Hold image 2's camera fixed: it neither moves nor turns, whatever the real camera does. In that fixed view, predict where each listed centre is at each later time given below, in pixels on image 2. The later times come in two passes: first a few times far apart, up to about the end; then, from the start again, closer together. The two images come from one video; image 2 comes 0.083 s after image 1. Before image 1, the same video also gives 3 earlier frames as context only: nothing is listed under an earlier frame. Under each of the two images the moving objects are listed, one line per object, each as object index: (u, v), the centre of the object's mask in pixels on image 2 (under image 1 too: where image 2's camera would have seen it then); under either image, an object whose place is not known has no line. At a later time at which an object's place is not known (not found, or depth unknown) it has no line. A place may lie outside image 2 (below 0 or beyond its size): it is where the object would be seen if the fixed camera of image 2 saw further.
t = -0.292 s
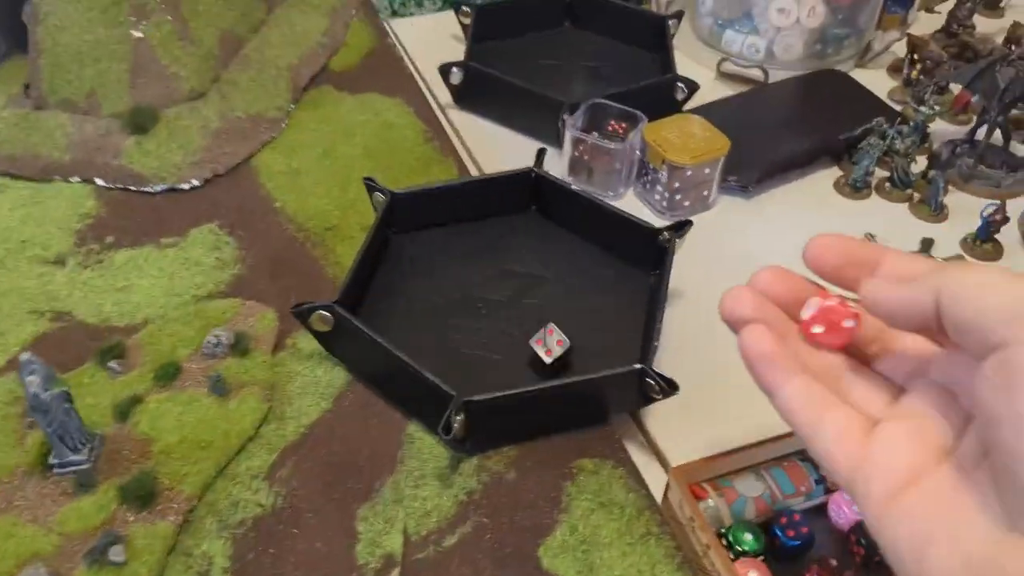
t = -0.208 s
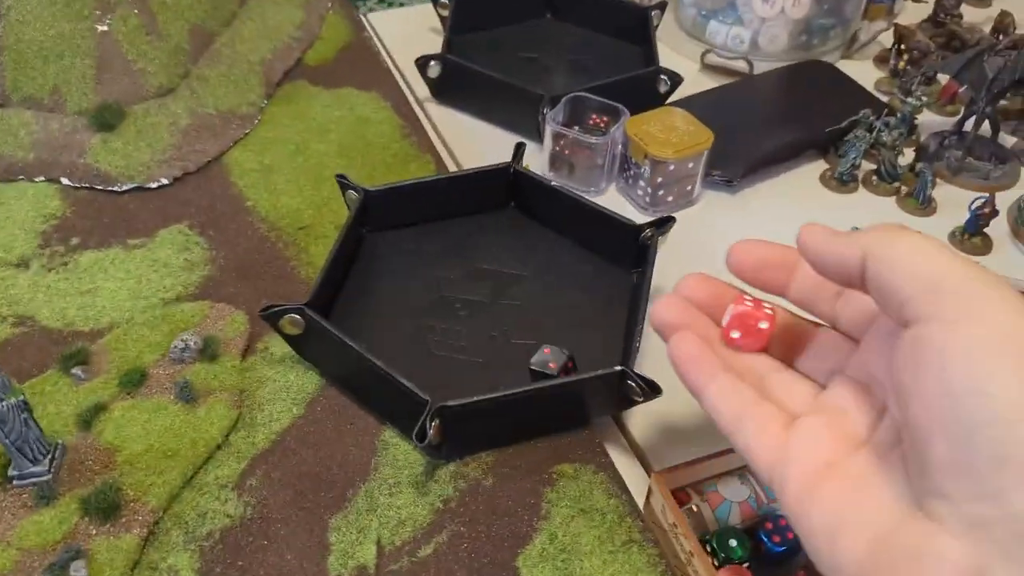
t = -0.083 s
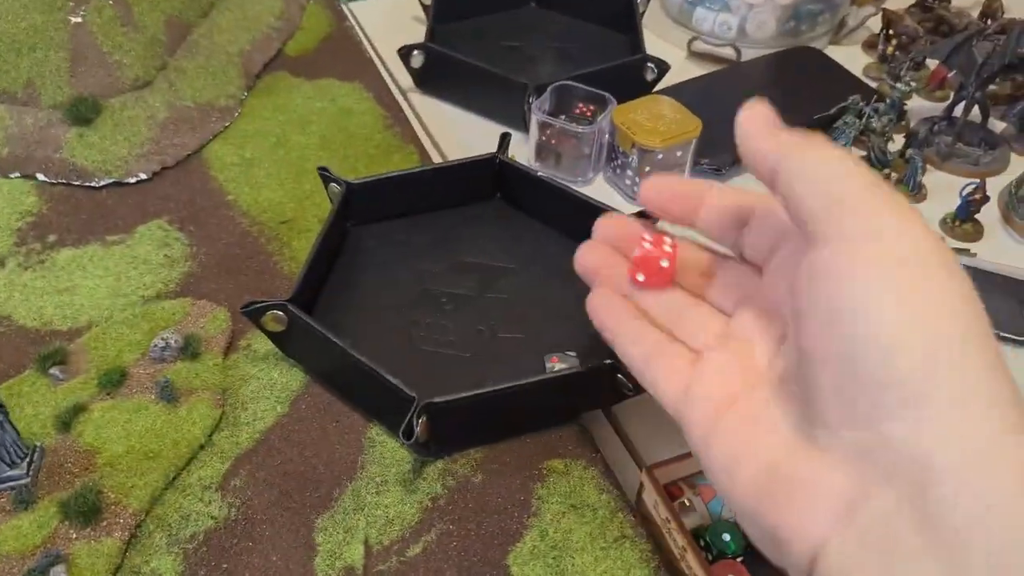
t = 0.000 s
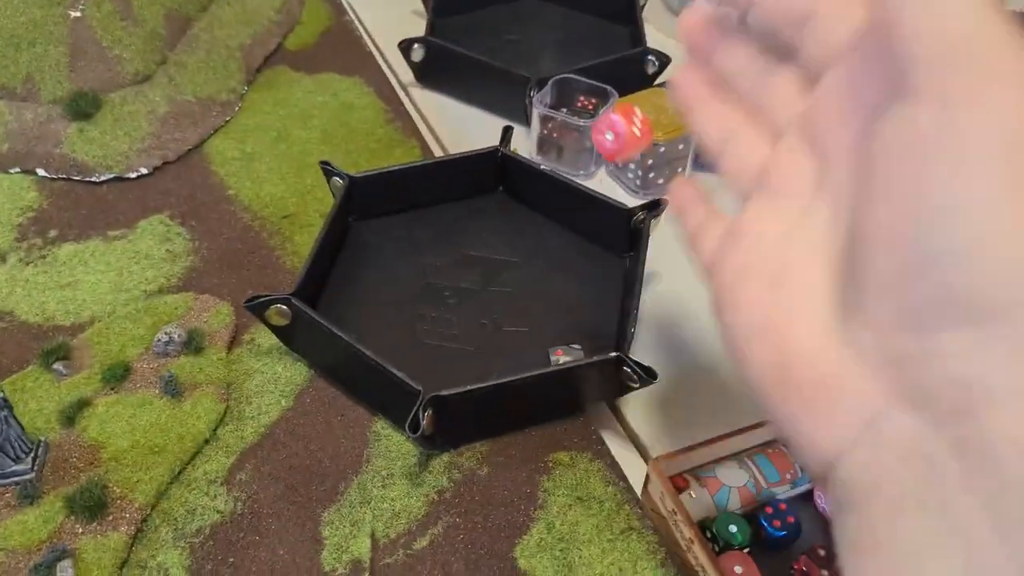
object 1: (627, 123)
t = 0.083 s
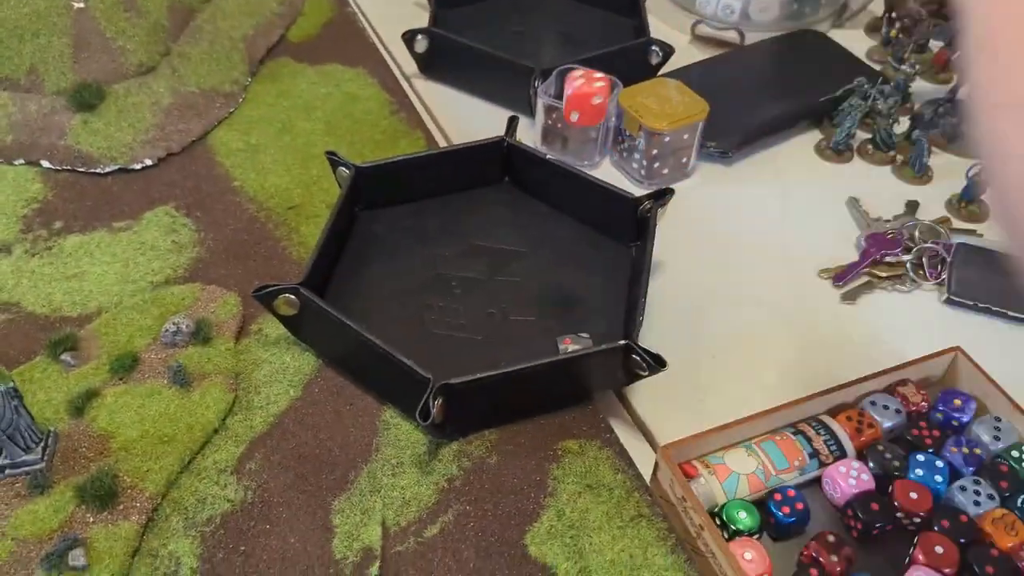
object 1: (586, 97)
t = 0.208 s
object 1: (520, 268)
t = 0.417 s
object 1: (593, 304)
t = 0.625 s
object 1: (606, 309)
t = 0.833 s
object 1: (606, 309)
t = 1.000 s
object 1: (606, 309)
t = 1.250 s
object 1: (606, 309)
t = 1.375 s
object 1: (606, 308)
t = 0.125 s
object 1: (566, 128)
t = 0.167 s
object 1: (535, 210)
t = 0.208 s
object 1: (520, 268)
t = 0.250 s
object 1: (532, 275)
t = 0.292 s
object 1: (543, 287)
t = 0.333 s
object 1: (561, 299)
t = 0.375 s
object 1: (573, 303)
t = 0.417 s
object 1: (593, 304)
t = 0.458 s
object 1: (601, 305)
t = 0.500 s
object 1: (606, 308)
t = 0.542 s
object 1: (606, 309)
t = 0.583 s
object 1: (606, 309)
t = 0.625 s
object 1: (606, 309)
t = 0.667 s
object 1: (606, 309)
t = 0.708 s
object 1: (606, 309)
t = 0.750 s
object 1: (606, 309)
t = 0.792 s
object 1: (606, 309)
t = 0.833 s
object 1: (606, 309)
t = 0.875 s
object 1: (606, 309)
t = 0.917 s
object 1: (606, 309)
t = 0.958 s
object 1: (606, 309)
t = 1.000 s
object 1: (606, 309)
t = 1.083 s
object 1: (606, 309)
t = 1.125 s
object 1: (606, 309)
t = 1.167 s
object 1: (606, 308)
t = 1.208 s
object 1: (606, 308)
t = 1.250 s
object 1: (606, 309)
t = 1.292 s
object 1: (606, 308)
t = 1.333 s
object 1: (606, 308)
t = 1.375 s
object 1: (606, 308)
